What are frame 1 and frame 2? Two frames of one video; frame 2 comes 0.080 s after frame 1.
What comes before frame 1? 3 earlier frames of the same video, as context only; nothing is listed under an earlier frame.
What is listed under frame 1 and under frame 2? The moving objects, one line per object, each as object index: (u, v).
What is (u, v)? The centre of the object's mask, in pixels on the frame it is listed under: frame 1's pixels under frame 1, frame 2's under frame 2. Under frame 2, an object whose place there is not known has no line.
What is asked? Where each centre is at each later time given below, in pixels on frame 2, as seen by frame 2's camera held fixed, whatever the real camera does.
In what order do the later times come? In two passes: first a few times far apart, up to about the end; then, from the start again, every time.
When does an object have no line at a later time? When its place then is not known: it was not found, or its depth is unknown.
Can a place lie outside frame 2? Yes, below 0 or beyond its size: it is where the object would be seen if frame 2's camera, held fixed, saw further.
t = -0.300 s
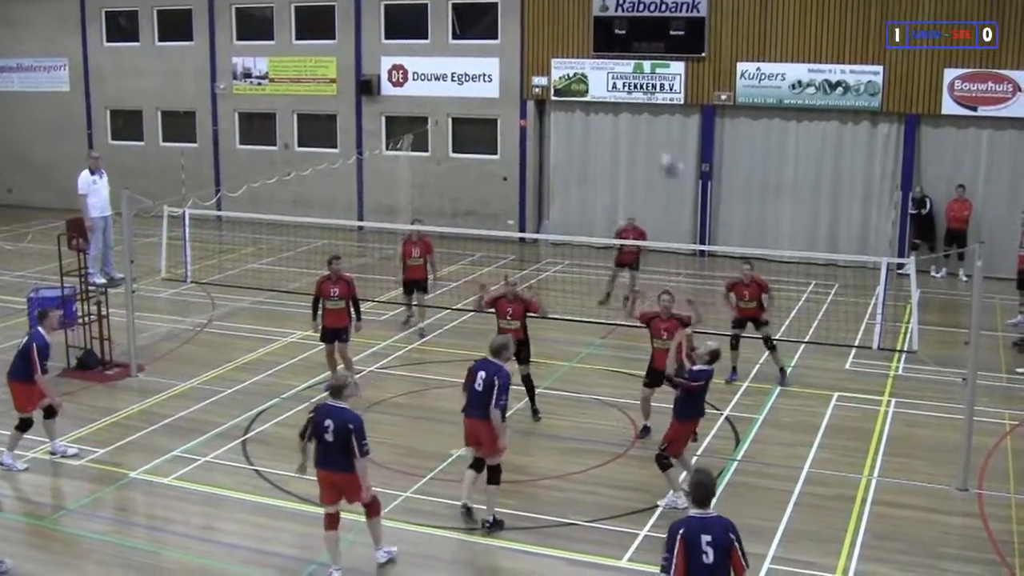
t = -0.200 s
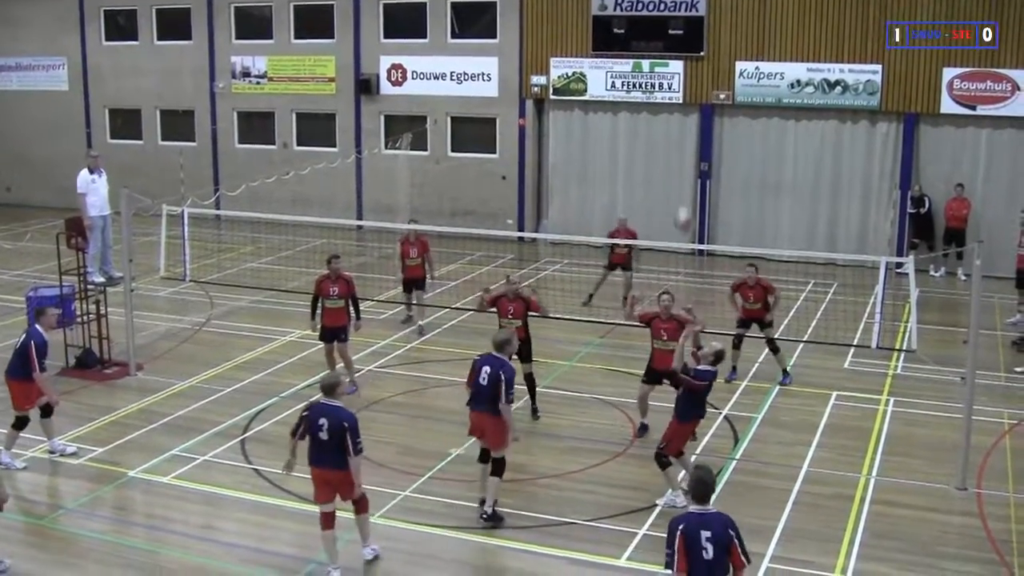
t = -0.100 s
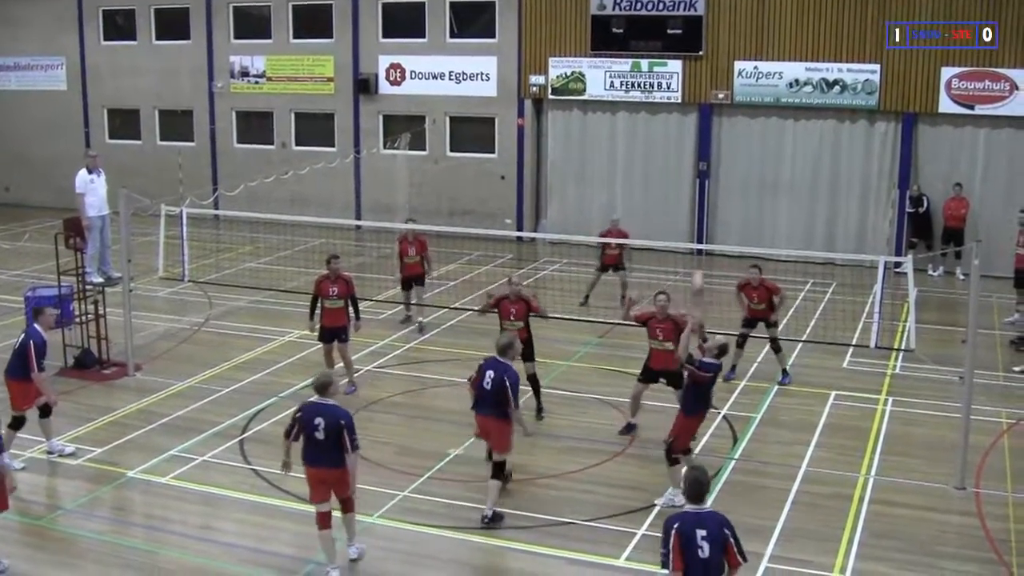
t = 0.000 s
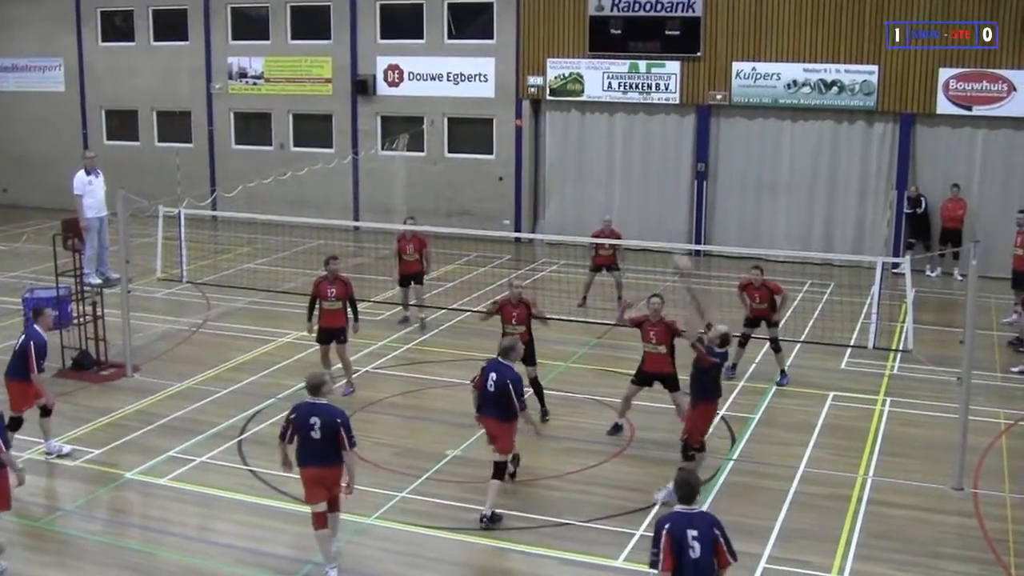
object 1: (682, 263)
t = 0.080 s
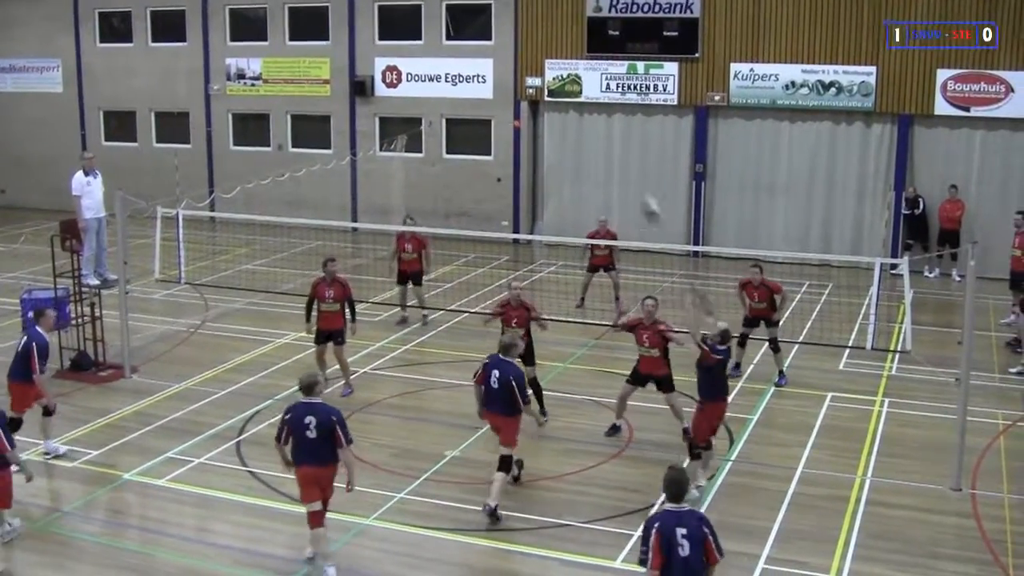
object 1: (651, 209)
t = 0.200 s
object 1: (609, 140)
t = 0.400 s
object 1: (536, 57)
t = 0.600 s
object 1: (470, 19)
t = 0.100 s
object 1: (645, 195)
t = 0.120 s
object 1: (637, 183)
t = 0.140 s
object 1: (629, 171)
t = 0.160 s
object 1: (620, 161)
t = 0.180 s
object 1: (617, 152)
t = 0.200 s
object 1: (609, 140)
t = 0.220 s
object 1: (601, 131)
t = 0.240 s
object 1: (593, 120)
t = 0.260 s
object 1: (585, 110)
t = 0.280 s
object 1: (577, 102)
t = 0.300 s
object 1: (570, 93)
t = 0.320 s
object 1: (562, 87)
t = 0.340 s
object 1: (555, 79)
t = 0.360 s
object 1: (548, 71)
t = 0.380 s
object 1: (542, 63)
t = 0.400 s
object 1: (536, 57)
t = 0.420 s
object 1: (527, 49)
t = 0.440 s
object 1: (522, 44)
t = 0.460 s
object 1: (516, 40)
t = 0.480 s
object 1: (509, 37)
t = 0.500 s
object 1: (503, 33)
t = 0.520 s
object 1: (494, 30)
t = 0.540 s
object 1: (488, 27)
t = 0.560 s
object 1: (482, 24)
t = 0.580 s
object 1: (476, 22)
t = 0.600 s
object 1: (470, 19)
